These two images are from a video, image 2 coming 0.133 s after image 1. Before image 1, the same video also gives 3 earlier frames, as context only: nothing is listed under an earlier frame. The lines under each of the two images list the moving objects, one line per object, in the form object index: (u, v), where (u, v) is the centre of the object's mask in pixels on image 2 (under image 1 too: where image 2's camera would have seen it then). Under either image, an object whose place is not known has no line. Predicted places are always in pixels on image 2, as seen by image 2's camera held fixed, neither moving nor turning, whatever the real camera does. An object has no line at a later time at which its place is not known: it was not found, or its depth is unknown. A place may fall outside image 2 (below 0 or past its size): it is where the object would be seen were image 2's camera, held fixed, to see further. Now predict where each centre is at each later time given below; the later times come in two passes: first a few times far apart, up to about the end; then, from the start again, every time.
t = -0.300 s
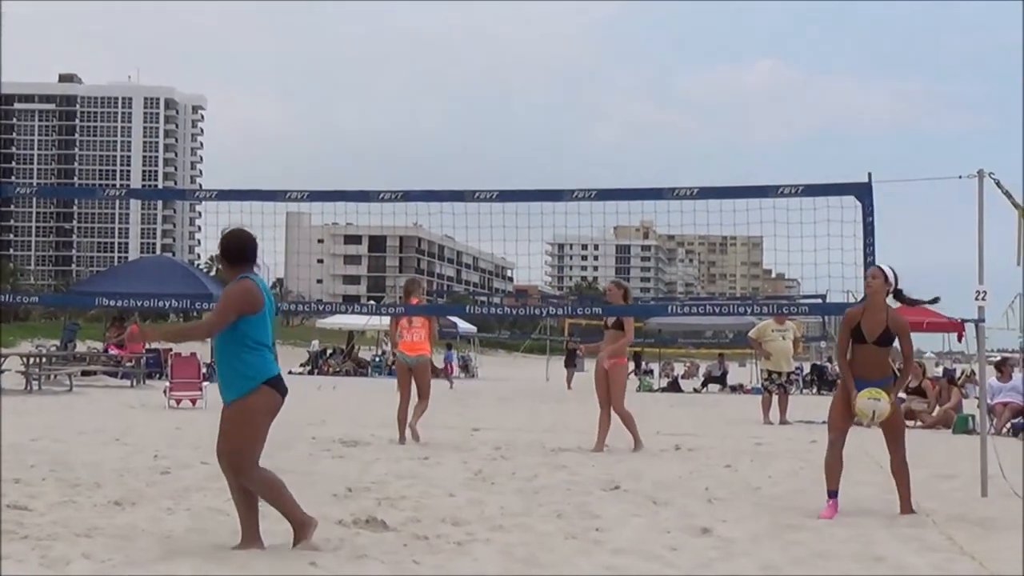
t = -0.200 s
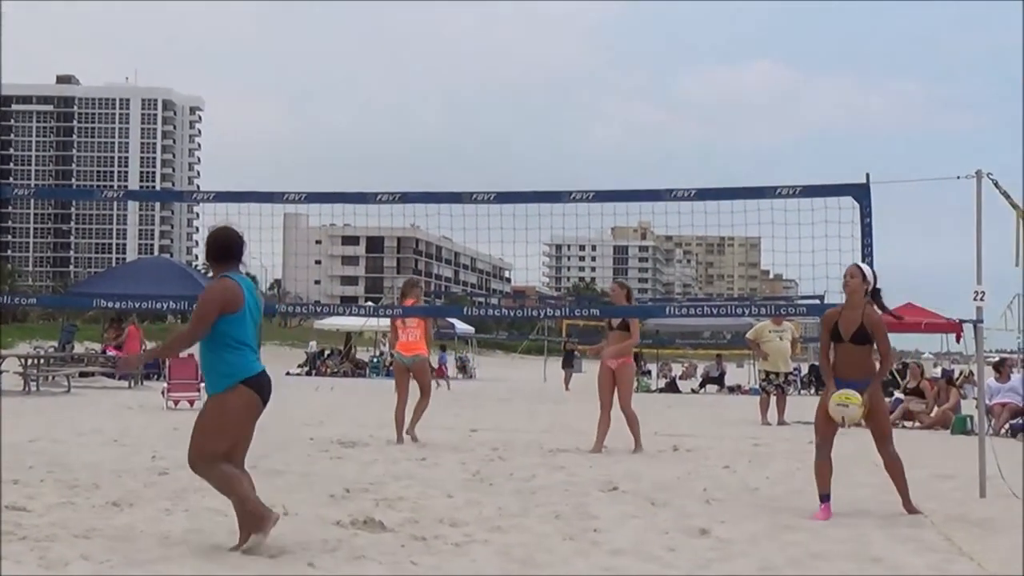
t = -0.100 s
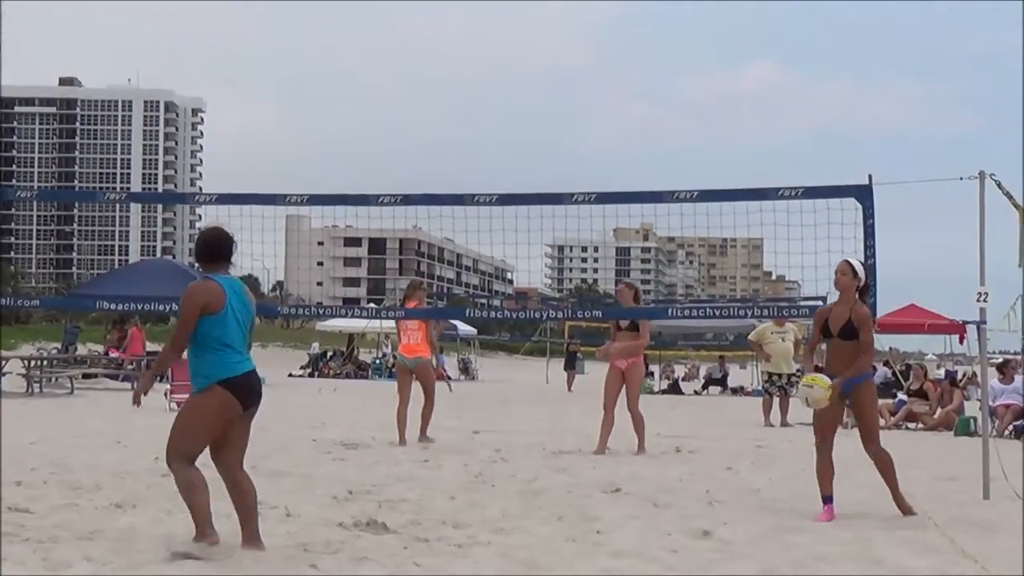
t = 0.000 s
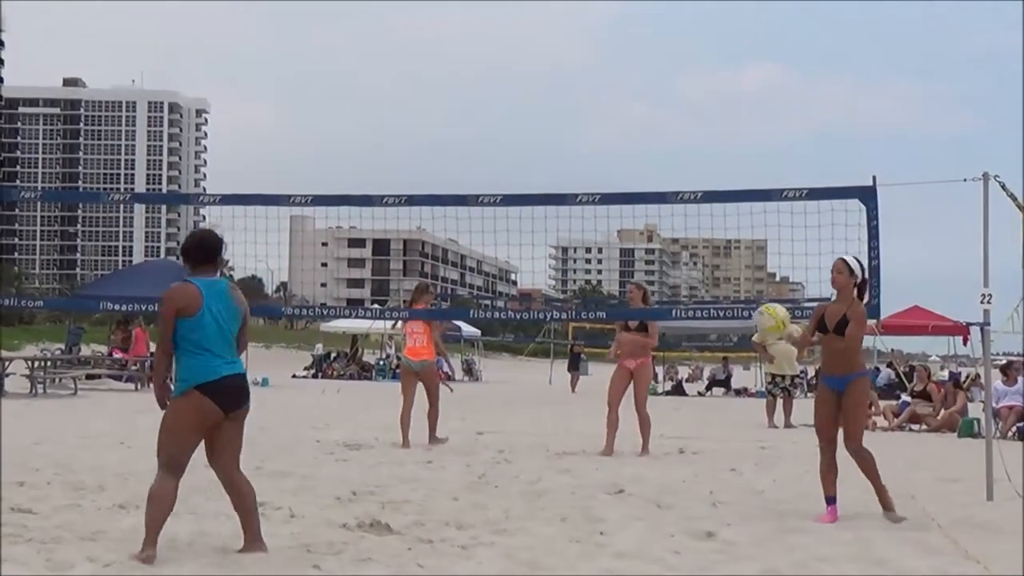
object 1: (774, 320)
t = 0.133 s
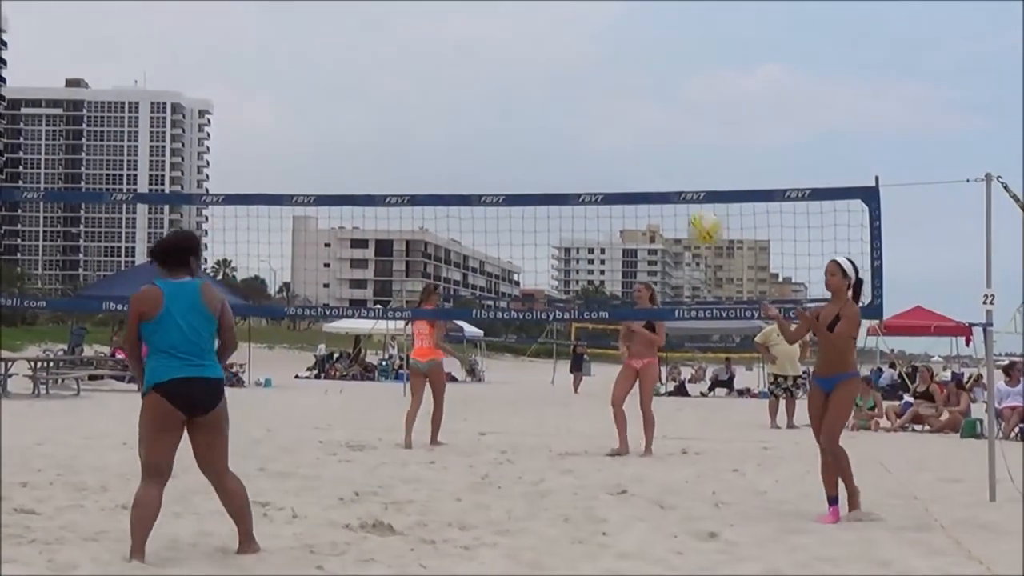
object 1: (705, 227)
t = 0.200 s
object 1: (670, 193)
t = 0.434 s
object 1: (543, 125)
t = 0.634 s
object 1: (425, 143)
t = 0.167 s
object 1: (688, 209)
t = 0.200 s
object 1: (670, 193)
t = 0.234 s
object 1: (652, 178)
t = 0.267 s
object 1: (633, 165)
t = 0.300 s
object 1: (616, 153)
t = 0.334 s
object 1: (598, 143)
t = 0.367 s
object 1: (580, 134)
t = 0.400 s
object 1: (561, 128)
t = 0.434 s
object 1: (543, 125)
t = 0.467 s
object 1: (524, 122)
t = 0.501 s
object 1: (505, 122)
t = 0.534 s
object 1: (485, 124)
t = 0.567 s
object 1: (466, 128)
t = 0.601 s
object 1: (446, 134)
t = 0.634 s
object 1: (425, 143)
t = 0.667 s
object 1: (404, 154)
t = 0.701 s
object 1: (384, 167)
